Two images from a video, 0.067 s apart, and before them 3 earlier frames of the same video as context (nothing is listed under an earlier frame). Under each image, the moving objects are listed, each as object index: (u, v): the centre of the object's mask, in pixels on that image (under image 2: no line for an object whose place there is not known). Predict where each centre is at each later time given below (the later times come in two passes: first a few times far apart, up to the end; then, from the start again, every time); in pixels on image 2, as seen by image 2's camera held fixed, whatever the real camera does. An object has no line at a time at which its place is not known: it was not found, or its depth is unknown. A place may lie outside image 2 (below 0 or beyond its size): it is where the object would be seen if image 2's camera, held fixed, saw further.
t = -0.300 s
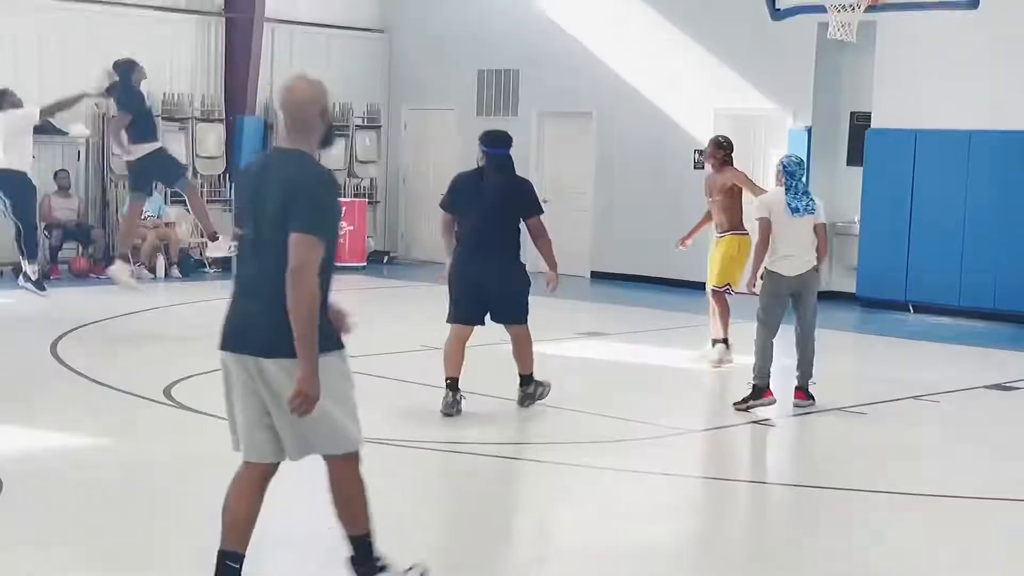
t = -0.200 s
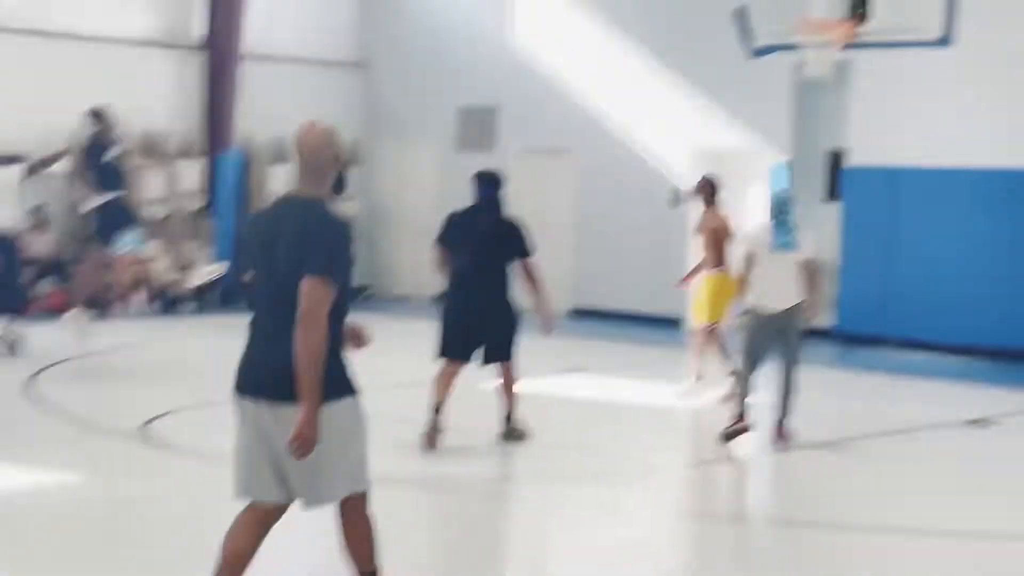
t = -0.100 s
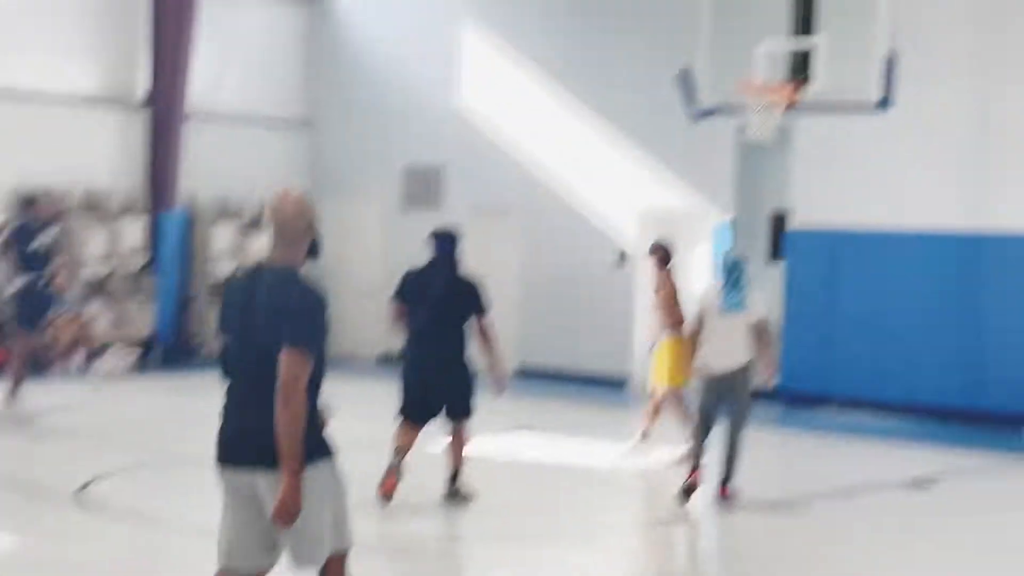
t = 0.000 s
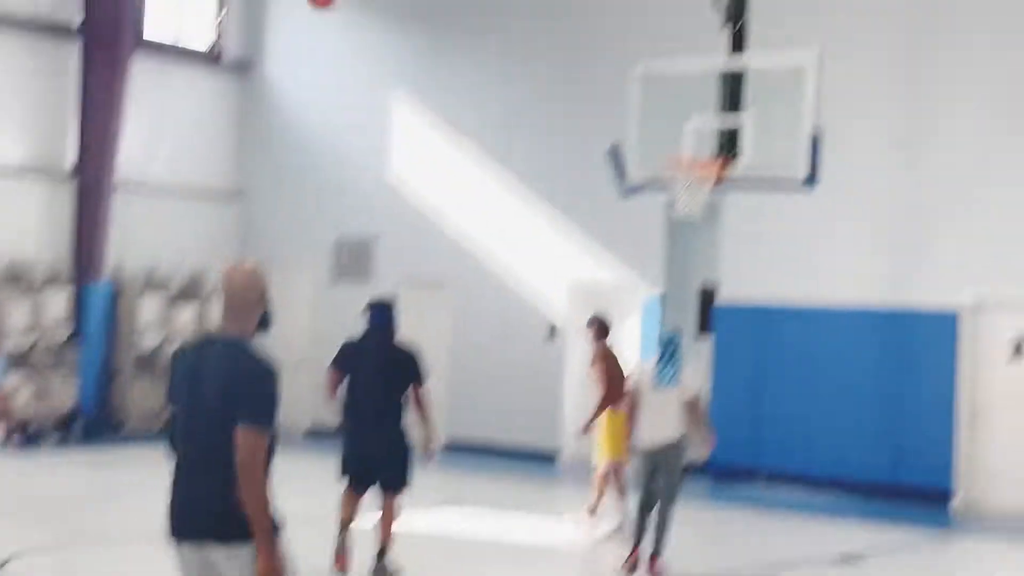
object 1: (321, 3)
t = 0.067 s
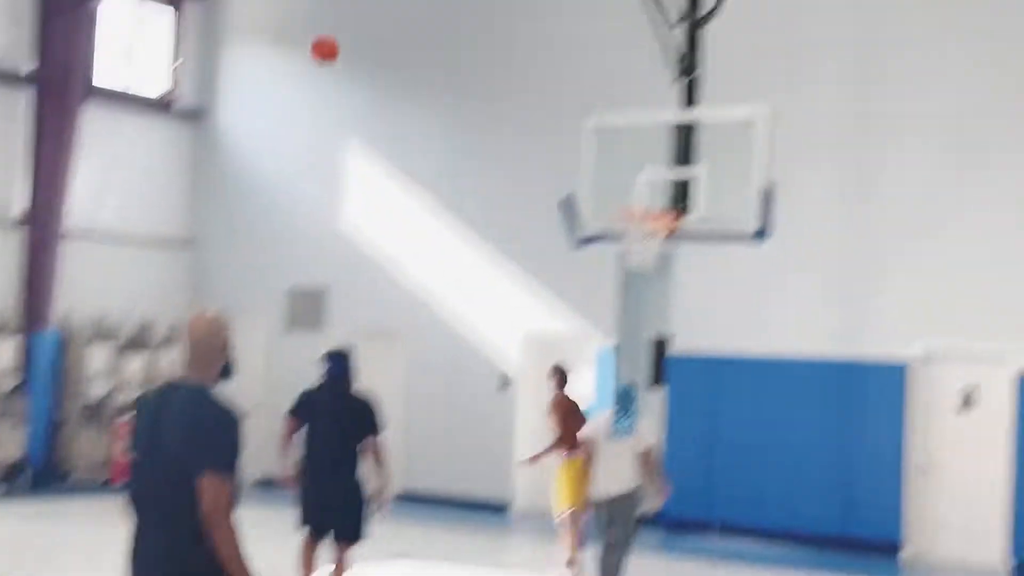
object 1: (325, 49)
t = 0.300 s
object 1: (488, 99)
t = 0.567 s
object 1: (649, 214)
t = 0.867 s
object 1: (620, 230)
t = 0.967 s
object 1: (630, 244)
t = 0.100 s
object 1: (350, 52)
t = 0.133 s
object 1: (373, 56)
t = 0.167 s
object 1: (396, 62)
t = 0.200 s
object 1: (419, 70)
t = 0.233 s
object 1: (443, 79)
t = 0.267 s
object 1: (465, 89)
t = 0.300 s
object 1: (488, 99)
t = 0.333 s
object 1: (511, 111)
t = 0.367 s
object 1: (533, 124)
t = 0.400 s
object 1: (555, 137)
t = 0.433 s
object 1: (578, 152)
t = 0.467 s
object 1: (600, 169)
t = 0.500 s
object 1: (622, 187)
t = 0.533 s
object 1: (645, 204)
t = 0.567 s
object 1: (649, 214)
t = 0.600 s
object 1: (643, 222)
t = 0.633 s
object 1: (634, 228)
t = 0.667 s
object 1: (624, 232)
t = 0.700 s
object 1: (617, 233)
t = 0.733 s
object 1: (615, 231)
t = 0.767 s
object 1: (614, 229)
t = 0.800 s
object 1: (615, 228)
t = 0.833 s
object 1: (617, 229)
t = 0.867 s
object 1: (620, 230)
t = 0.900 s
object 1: (622, 231)
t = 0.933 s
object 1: (626, 240)
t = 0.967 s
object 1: (630, 244)
